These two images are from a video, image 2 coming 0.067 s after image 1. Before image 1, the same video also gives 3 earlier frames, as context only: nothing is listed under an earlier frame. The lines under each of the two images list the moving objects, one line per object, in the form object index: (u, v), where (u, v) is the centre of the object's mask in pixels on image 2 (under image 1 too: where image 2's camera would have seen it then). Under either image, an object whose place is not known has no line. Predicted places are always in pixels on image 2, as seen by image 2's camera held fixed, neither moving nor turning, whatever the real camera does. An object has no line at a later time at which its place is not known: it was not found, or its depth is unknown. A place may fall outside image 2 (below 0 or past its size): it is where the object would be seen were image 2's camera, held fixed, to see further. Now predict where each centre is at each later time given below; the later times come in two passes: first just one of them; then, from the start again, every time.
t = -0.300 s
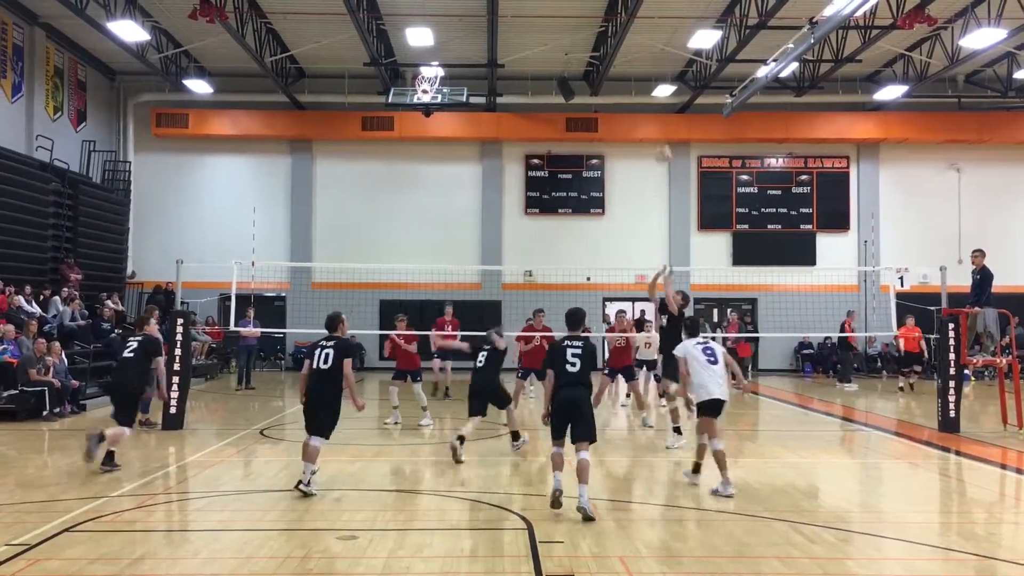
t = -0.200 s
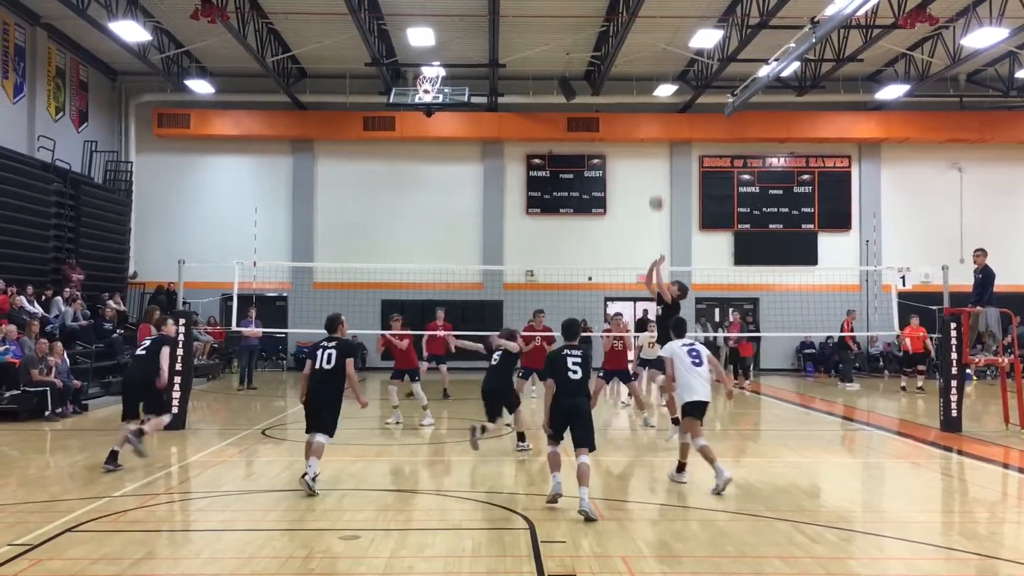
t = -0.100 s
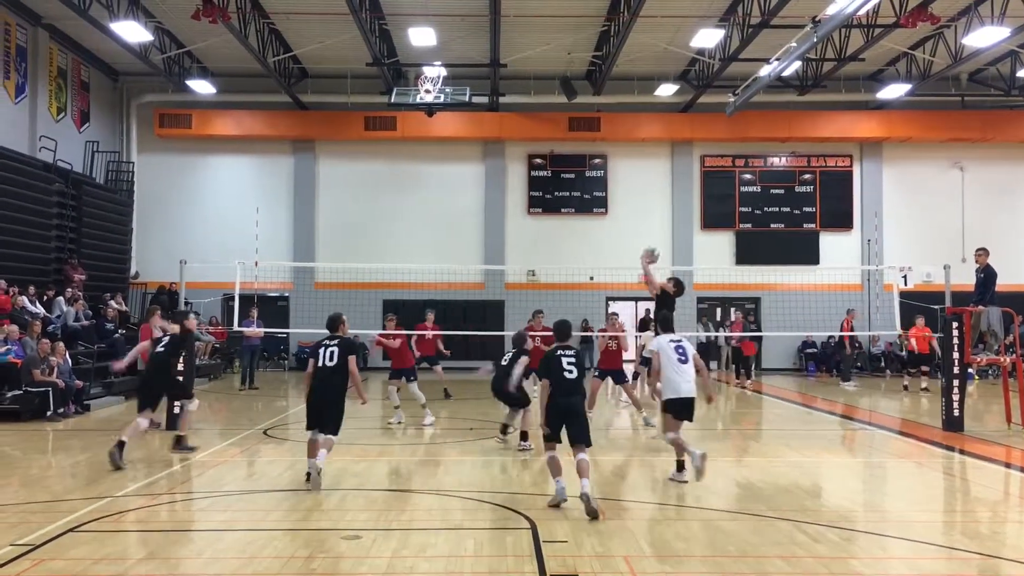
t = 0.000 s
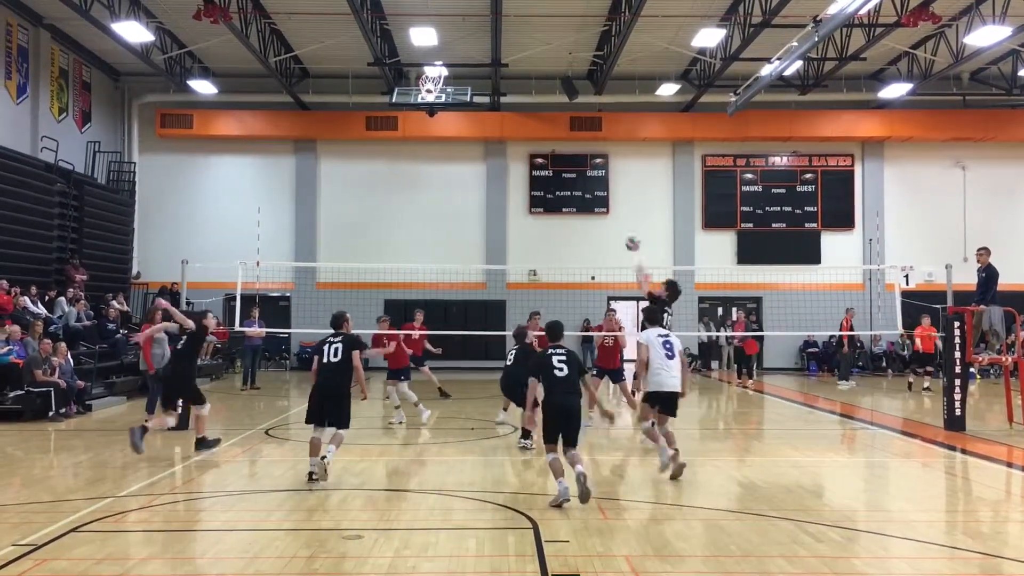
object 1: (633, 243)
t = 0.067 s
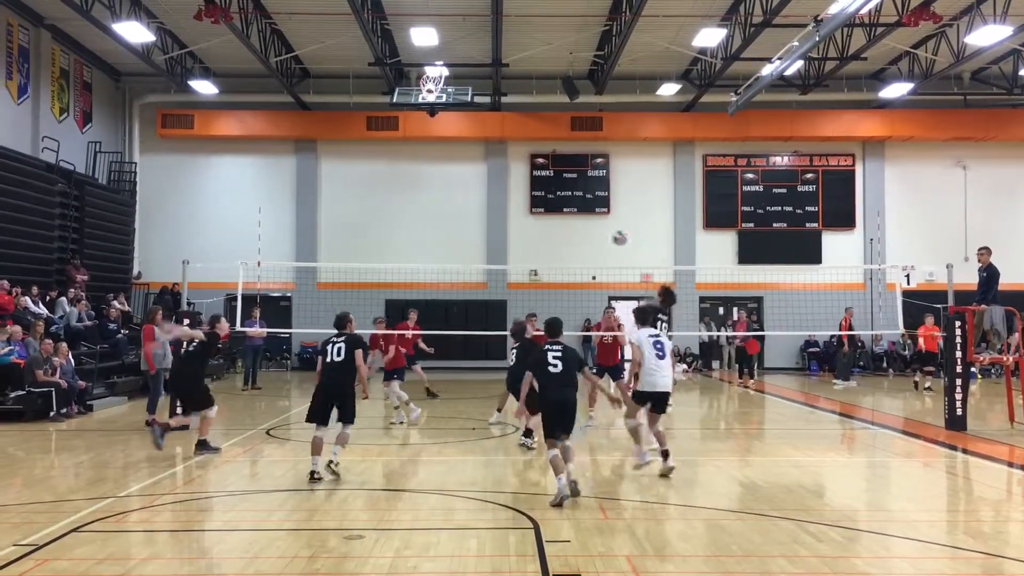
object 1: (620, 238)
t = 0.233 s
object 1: (590, 238)
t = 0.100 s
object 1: (614, 236)
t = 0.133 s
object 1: (607, 236)
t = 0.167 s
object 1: (601, 236)
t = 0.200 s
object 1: (596, 237)
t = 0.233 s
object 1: (590, 238)
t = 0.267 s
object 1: (585, 240)
